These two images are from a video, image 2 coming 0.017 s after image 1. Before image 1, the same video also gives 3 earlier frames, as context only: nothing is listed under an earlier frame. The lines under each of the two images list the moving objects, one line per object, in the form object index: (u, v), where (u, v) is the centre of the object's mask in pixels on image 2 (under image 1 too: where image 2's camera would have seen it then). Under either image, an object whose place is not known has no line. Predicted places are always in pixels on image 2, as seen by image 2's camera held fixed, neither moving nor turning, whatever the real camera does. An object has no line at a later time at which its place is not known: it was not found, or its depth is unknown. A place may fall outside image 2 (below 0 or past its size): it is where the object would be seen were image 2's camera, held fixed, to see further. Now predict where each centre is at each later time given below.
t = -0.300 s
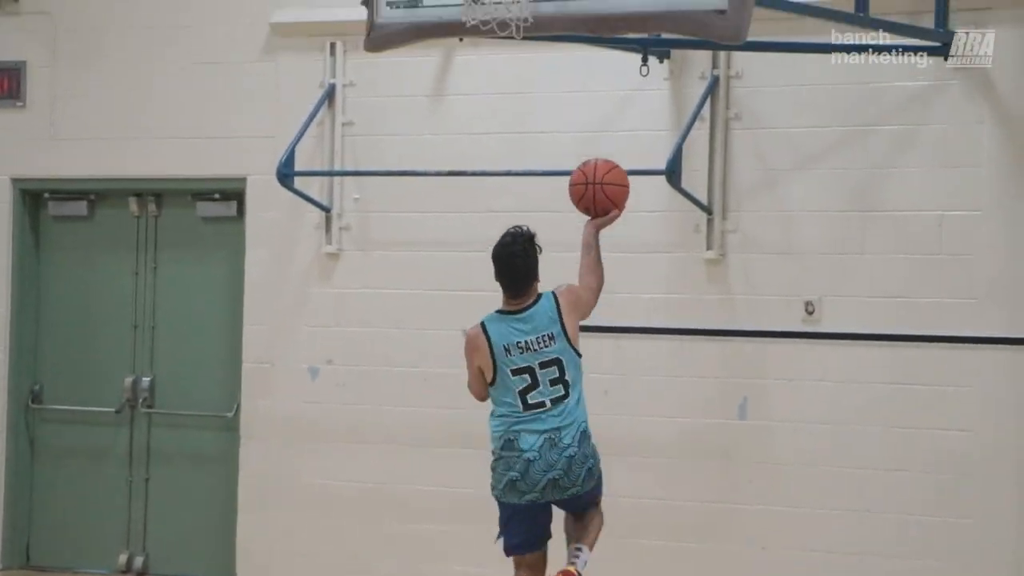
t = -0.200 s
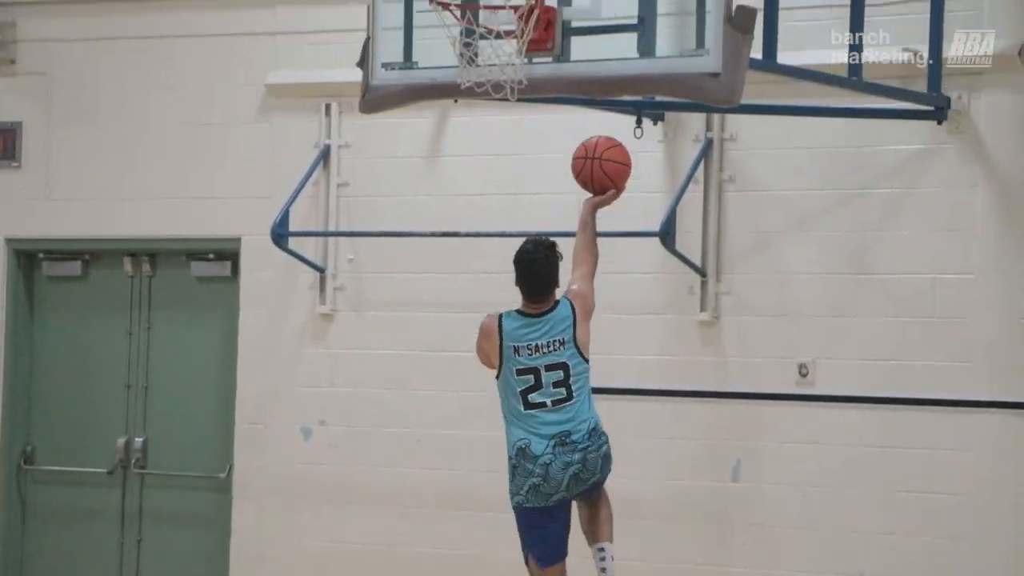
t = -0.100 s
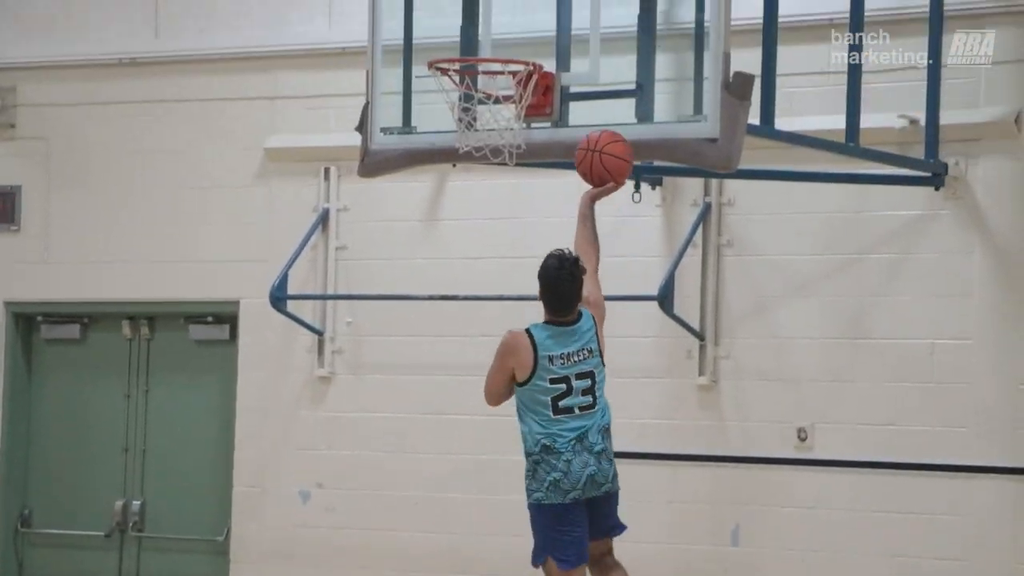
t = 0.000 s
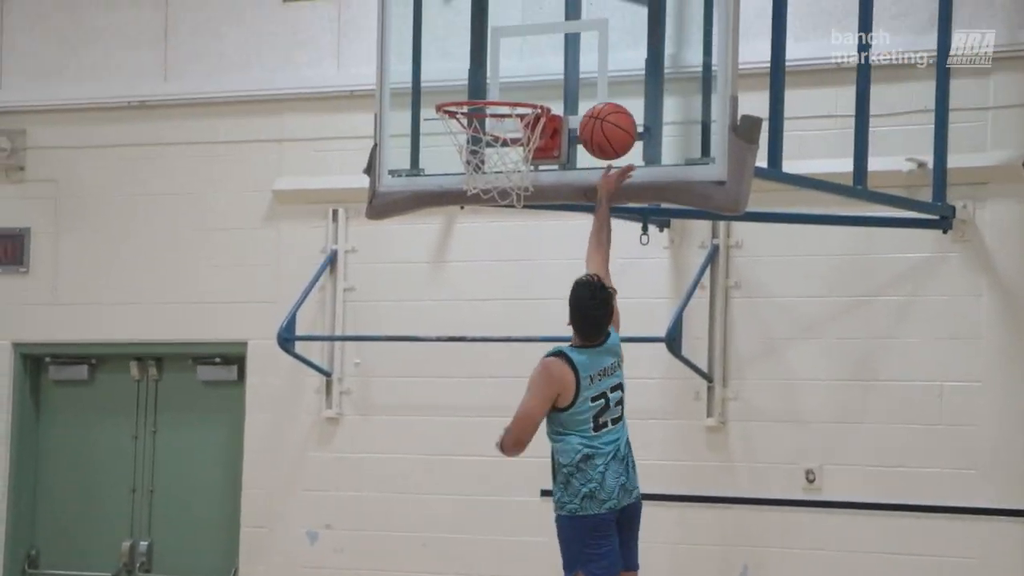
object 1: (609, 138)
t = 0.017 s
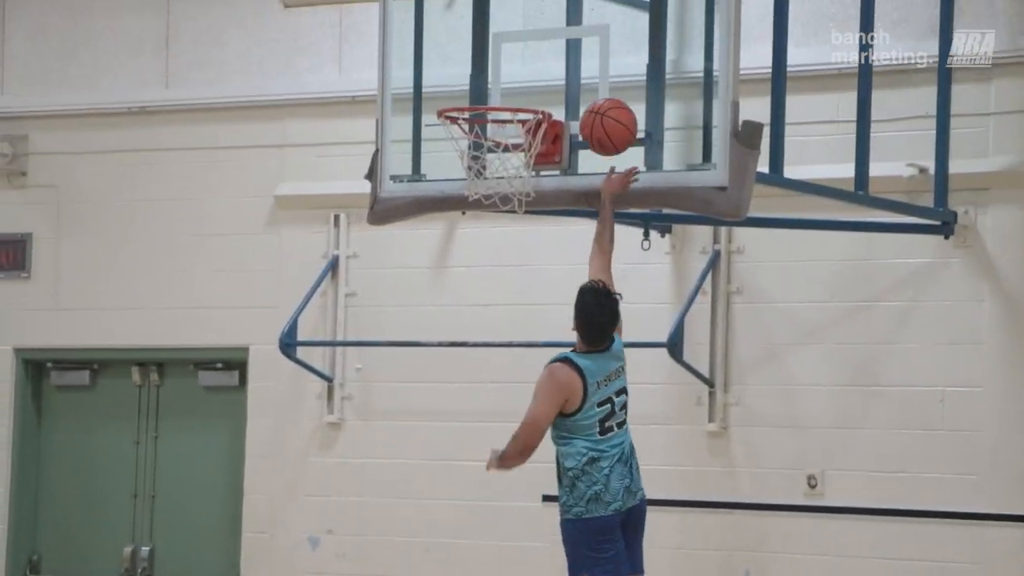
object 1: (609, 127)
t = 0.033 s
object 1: (607, 117)
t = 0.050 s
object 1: (606, 108)
